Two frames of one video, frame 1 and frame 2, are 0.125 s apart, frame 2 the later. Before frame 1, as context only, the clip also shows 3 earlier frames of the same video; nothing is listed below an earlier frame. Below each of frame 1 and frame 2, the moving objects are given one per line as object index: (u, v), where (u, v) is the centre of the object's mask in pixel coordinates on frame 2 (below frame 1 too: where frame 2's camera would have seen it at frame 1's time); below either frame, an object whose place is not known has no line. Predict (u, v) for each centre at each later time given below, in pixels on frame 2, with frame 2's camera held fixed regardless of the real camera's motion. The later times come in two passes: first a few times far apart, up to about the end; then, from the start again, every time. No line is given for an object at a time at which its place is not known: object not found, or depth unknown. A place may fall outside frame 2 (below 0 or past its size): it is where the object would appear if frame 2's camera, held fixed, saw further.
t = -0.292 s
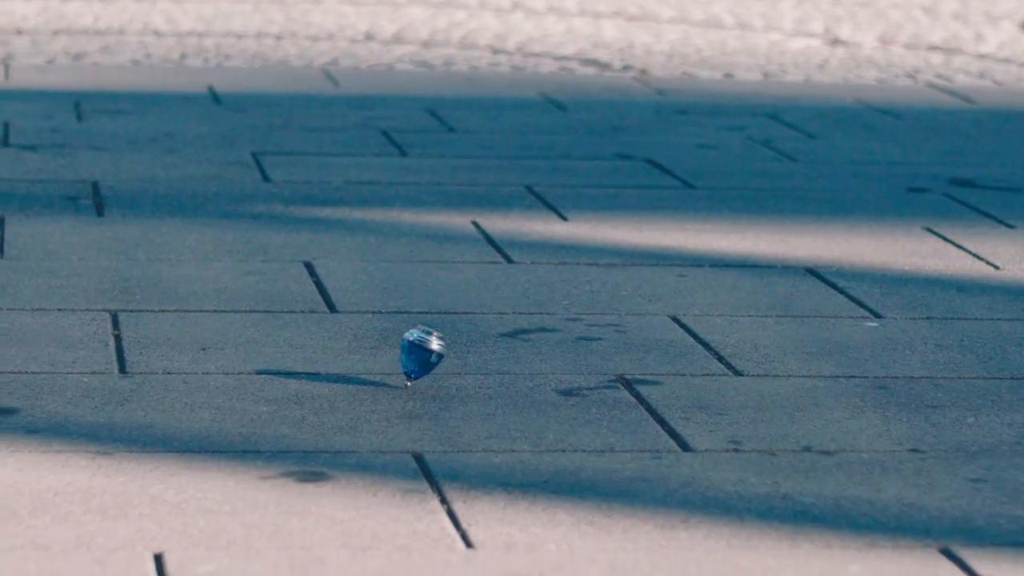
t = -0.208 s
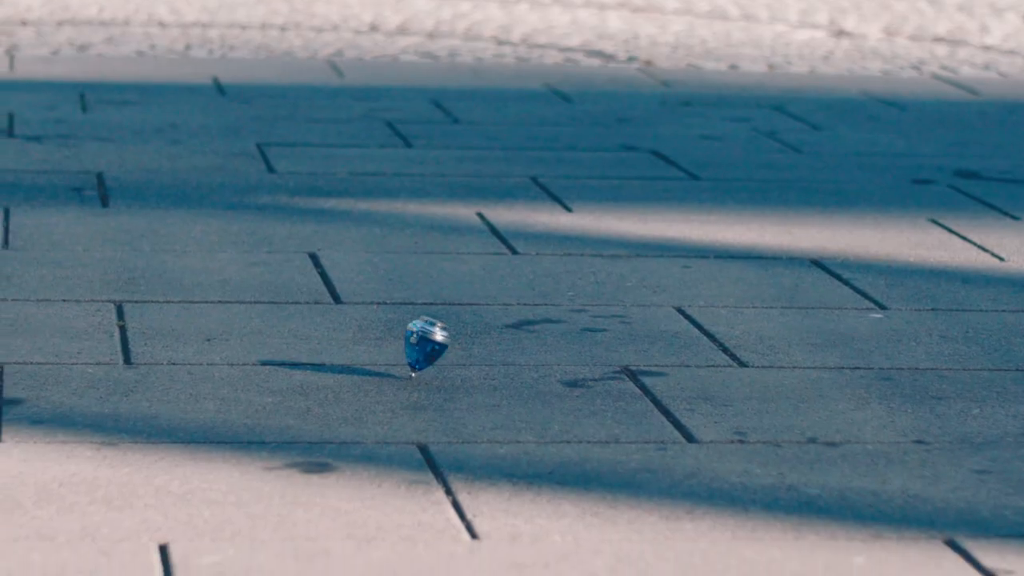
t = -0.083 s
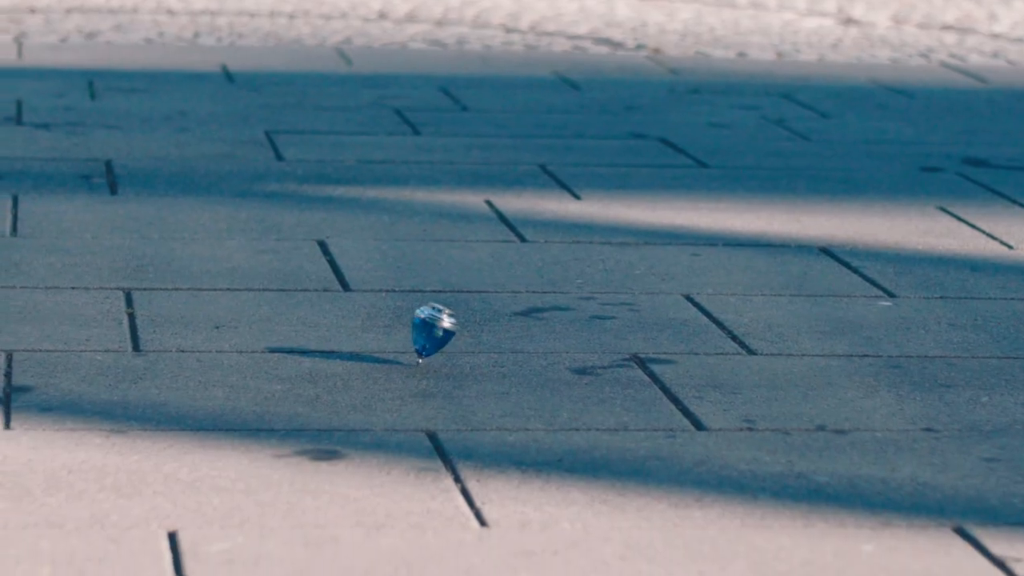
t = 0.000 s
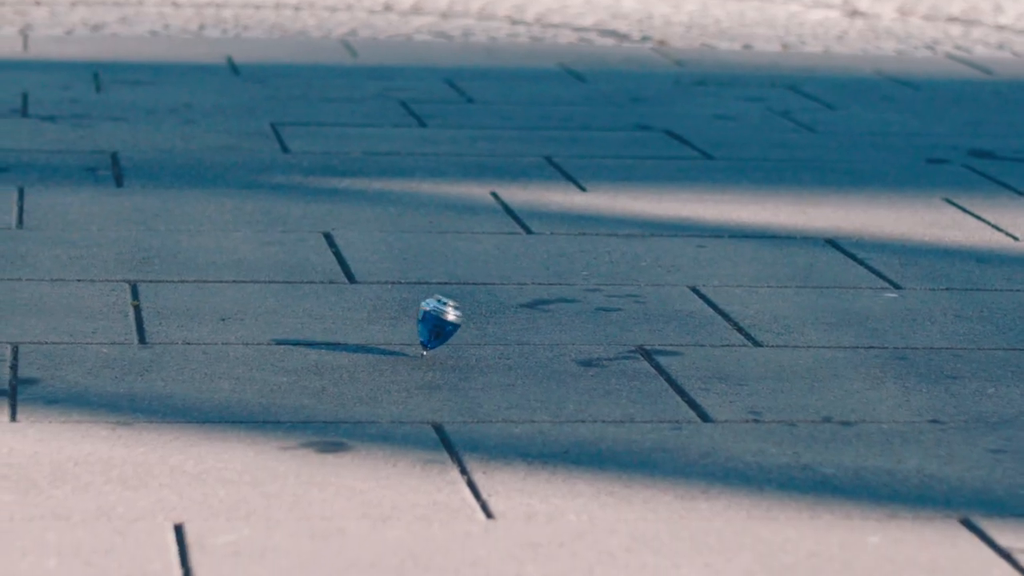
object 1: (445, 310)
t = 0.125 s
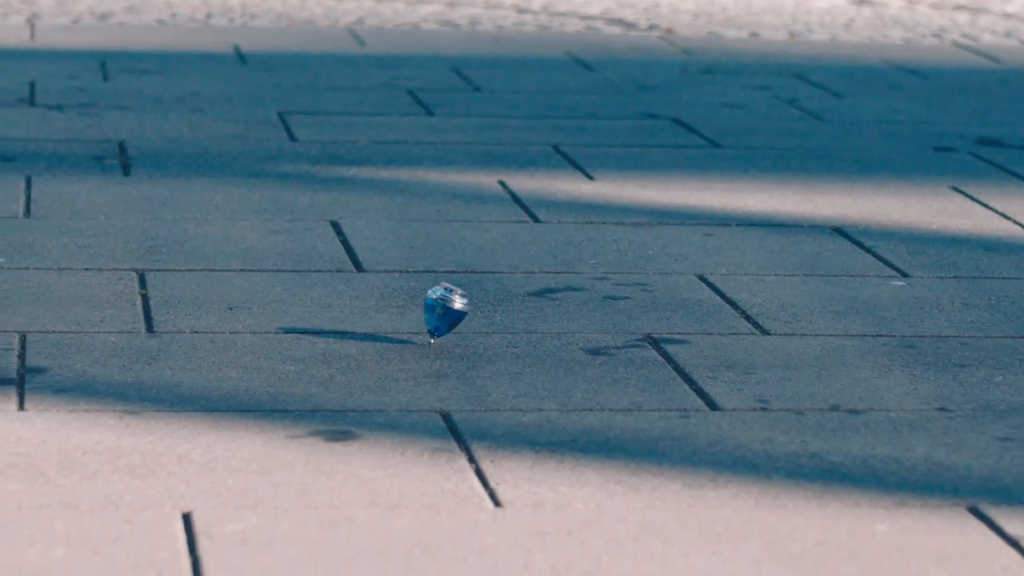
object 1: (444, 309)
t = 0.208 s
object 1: (444, 309)
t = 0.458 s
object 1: (441, 307)
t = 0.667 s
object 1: (441, 307)
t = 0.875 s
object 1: (442, 306)
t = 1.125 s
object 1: (441, 304)
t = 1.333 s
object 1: (441, 302)
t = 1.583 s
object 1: (444, 301)
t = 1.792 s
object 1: (446, 299)
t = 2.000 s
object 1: (448, 299)
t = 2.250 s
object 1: (452, 301)
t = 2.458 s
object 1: (450, 302)
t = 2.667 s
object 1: (447, 302)
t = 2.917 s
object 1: (444, 302)
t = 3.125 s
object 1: (443, 302)
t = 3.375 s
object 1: (443, 302)
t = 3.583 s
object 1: (443, 302)
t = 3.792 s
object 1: (442, 302)
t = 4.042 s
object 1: (444, 302)
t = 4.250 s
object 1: (447, 302)
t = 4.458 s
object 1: (448, 301)
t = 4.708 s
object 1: (445, 302)
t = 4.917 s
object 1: (442, 302)
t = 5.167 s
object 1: (442, 301)
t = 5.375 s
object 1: (441, 301)
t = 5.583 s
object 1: (440, 301)
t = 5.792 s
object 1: (441, 300)
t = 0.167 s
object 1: (444, 309)
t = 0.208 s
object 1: (444, 309)
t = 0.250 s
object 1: (443, 309)
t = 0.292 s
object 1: (442, 308)
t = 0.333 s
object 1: (442, 308)
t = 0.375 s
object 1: (442, 308)
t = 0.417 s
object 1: (441, 307)
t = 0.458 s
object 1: (441, 307)
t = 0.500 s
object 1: (441, 307)
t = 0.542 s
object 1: (441, 307)
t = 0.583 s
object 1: (441, 307)
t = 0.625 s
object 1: (441, 307)
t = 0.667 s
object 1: (441, 307)
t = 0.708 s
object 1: (441, 306)
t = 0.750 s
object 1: (441, 306)
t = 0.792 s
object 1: (441, 306)
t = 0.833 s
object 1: (441, 306)
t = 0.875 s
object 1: (442, 306)
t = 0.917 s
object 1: (442, 305)
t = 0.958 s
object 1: (442, 305)
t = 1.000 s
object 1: (441, 305)
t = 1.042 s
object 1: (441, 304)
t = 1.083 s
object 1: (441, 304)
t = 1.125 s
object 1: (441, 304)
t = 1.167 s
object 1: (441, 303)
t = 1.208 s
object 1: (441, 303)
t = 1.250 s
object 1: (441, 303)
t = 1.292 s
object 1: (441, 303)
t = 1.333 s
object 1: (441, 302)
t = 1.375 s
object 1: (441, 302)
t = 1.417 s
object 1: (441, 302)
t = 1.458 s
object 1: (442, 302)
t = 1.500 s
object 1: (442, 301)
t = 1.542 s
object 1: (443, 301)
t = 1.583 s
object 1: (444, 301)
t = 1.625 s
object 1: (444, 300)
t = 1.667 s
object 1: (444, 300)
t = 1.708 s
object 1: (445, 300)
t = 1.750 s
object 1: (445, 299)
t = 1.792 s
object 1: (446, 299)
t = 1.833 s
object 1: (446, 299)
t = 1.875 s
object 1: (446, 299)
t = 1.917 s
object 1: (447, 299)
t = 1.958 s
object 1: (447, 298)
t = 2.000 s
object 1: (448, 299)
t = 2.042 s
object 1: (448, 299)
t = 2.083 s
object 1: (449, 301)
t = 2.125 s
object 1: (450, 301)
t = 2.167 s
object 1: (451, 301)
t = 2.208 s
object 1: (451, 301)
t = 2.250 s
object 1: (452, 301)
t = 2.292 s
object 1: (452, 301)
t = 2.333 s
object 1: (452, 301)
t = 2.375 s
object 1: (451, 302)
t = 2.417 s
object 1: (451, 303)
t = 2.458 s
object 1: (450, 302)
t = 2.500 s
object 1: (449, 301)
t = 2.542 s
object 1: (449, 301)
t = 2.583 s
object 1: (448, 301)
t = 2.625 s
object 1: (448, 302)
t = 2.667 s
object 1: (447, 302)
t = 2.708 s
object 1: (446, 302)
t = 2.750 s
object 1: (445, 302)
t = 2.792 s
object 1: (445, 302)
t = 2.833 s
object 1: (445, 302)
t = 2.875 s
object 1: (444, 302)
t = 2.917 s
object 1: (444, 302)
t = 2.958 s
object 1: (444, 302)
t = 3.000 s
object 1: (443, 301)
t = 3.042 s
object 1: (443, 301)
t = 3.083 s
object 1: (443, 301)
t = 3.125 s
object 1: (443, 302)
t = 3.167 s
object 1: (443, 302)
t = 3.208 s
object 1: (443, 302)
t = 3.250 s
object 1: (443, 302)
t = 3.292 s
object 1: (443, 302)
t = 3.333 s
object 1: (443, 302)
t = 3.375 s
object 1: (443, 302)
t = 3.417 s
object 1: (443, 302)
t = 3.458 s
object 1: (443, 302)
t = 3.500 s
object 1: (442, 302)
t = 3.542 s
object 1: (442, 302)
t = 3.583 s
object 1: (443, 302)
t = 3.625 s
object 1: (443, 301)
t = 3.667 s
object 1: (443, 301)
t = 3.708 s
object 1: (442, 302)
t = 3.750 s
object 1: (442, 302)
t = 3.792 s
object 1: (442, 302)
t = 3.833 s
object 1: (442, 302)
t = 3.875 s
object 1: (442, 301)
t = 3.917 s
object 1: (443, 300)
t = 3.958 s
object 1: (443, 300)
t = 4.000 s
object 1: (443, 301)
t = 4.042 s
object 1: (444, 302)
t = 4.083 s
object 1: (445, 302)
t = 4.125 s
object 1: (445, 302)
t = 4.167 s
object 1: (446, 302)
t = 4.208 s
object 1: (446, 302)
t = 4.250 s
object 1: (447, 302)
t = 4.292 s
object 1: (448, 302)
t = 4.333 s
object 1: (448, 302)
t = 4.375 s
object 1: (448, 302)
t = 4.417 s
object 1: (448, 301)
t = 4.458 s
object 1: (448, 301)
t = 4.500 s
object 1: (447, 301)
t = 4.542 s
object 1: (446, 302)
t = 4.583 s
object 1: (445, 302)
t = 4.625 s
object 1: (445, 302)
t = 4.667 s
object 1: (445, 302)
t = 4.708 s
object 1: (445, 302)
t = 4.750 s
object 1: (445, 302)
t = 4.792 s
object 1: (444, 302)
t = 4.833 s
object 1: (443, 302)
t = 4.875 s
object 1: (443, 302)
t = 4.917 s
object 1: (442, 302)
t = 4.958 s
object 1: (443, 302)
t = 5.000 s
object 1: (443, 301)
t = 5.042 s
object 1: (443, 301)
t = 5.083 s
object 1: (443, 301)
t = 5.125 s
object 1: (442, 301)
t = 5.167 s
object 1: (442, 301)
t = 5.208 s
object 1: (442, 301)
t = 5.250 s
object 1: (442, 301)
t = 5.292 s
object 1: (442, 301)
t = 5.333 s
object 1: (442, 301)
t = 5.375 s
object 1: (441, 301)
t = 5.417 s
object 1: (441, 301)
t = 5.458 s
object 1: (441, 301)
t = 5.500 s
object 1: (440, 301)
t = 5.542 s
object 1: (440, 301)
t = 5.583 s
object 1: (440, 301)
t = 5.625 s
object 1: (439, 301)
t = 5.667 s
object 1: (440, 301)
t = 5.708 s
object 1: (440, 300)
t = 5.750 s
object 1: (441, 301)
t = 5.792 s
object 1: (441, 300)
